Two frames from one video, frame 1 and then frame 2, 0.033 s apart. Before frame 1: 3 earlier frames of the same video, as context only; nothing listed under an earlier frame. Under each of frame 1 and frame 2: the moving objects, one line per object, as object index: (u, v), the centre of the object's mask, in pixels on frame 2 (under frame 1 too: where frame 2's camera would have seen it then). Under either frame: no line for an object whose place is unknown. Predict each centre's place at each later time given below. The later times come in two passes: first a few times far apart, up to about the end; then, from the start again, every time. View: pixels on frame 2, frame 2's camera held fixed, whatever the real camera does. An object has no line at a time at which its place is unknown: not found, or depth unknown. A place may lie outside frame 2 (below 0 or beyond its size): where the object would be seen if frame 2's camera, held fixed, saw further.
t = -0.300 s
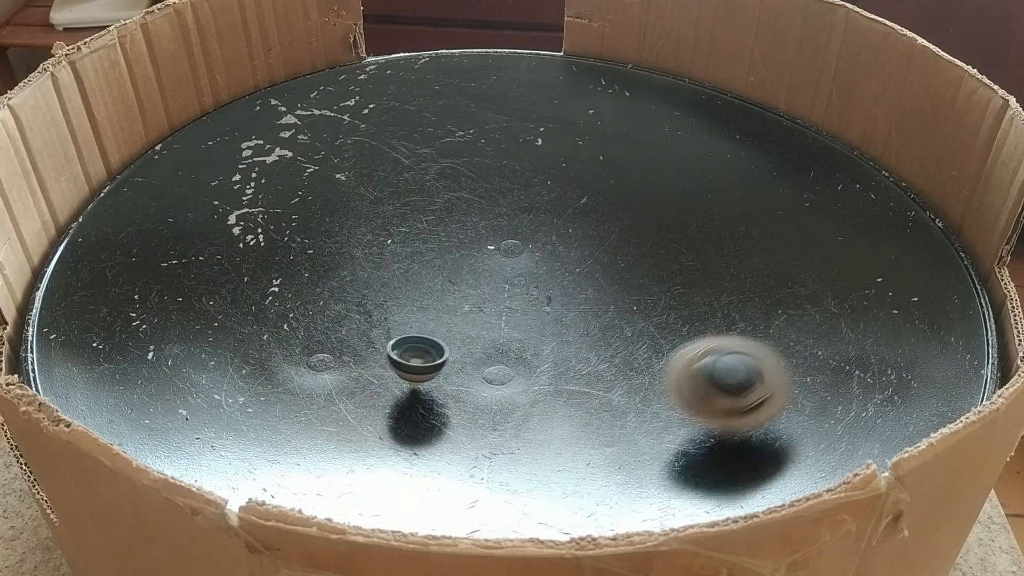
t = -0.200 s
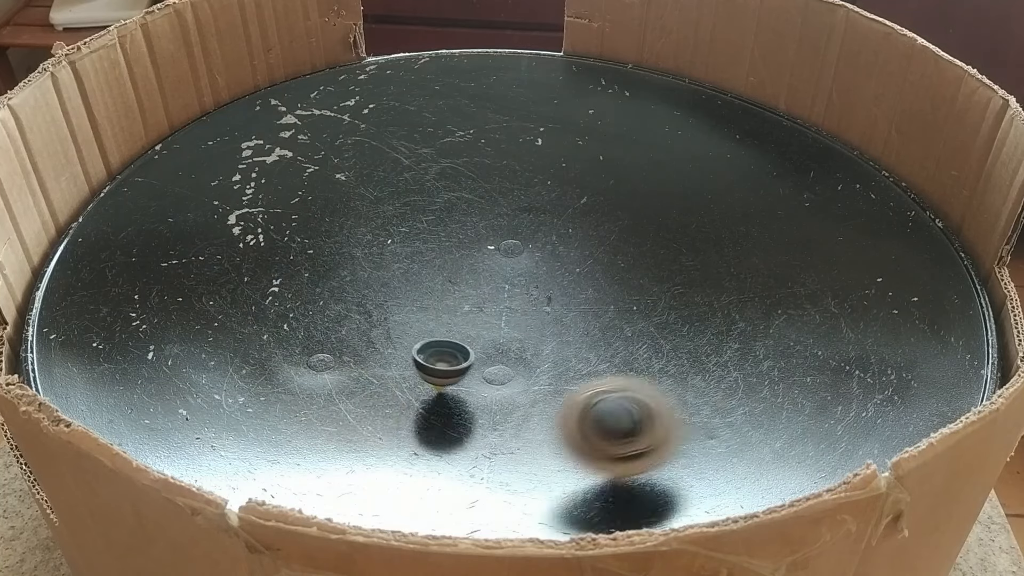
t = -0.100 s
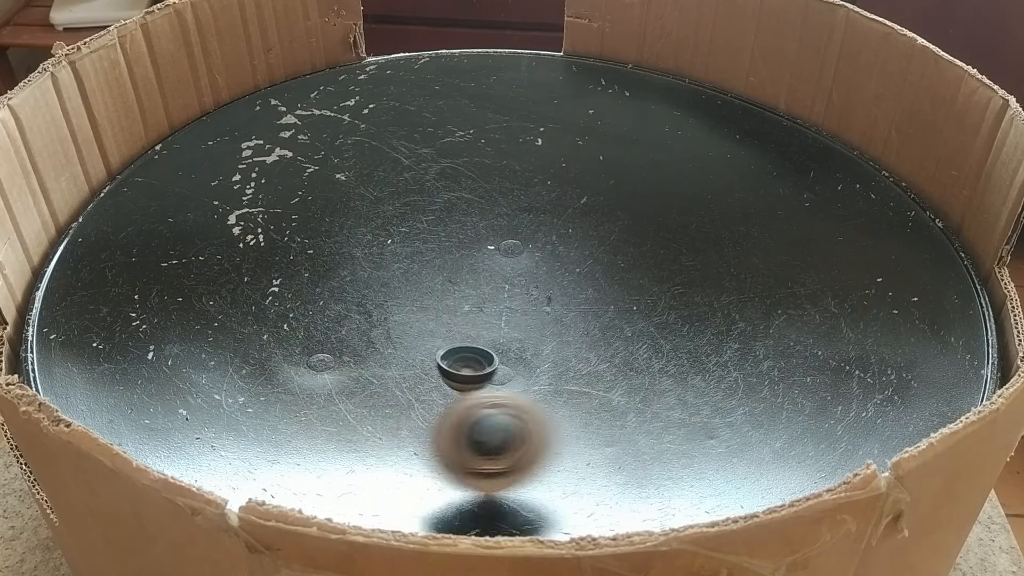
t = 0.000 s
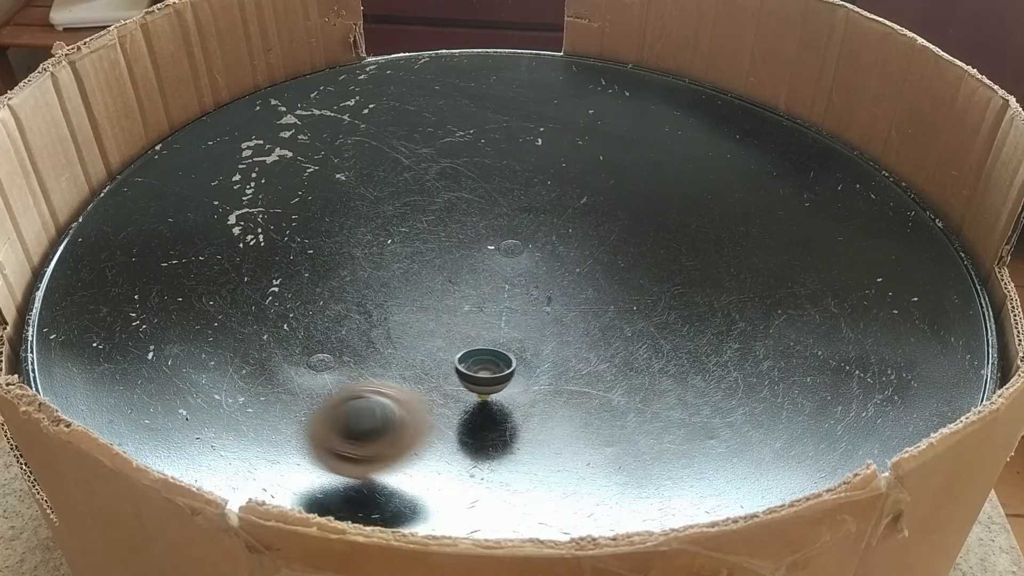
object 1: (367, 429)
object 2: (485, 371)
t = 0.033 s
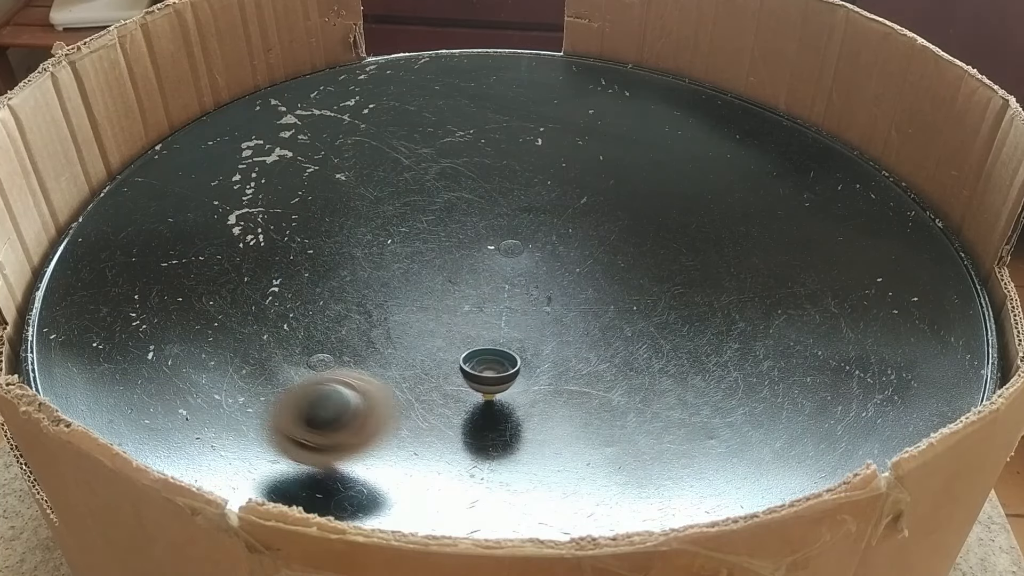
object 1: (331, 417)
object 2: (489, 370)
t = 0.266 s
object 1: (177, 296)
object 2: (527, 364)
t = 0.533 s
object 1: (257, 155)
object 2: (545, 355)
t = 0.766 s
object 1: (444, 124)
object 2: (560, 333)
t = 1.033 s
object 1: (648, 199)
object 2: (597, 292)
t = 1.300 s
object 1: (734, 347)
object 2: (632, 254)
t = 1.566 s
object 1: (559, 480)
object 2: (640, 235)
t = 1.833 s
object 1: (283, 409)
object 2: (630, 238)
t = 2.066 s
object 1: (274, 261)
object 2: (600, 235)
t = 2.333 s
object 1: (431, 151)
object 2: (558, 221)
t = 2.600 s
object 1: (624, 133)
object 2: (508, 208)
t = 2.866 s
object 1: (776, 220)
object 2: (459, 202)
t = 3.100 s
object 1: (725, 352)
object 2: (418, 202)
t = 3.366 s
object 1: (452, 414)
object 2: (389, 207)
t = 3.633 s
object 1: (238, 320)
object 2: (365, 229)
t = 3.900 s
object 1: (255, 184)
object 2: (337, 257)
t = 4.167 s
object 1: (437, 138)
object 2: (325, 287)
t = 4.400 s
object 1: (599, 195)
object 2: (307, 318)
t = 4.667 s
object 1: (686, 328)
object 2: (291, 339)
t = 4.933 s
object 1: (556, 453)
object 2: (282, 351)
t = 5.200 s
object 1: (311, 408)
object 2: (309, 347)
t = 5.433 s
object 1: (298, 324)
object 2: (200, 255)
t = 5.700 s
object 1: (431, 291)
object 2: (153, 218)
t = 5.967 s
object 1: (601, 302)
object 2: (274, 291)
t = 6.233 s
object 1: (786, 295)
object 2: (391, 354)
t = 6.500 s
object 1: (869, 285)
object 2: (486, 393)
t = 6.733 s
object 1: (813, 289)
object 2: (564, 405)
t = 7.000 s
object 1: (634, 258)
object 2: (609, 391)
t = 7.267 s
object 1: (514, 190)
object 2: (641, 349)
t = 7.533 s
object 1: (465, 145)
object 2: (648, 308)
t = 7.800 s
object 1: (469, 176)
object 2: (633, 269)
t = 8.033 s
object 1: (423, 251)
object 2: (626, 233)
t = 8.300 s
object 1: (313, 312)
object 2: (606, 197)
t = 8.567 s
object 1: (257, 309)
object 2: (575, 171)
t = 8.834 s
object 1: (359, 289)
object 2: (532, 170)
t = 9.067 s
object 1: (486, 307)
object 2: (485, 187)
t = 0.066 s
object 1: (298, 405)
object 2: (494, 369)
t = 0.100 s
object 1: (266, 390)
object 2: (500, 367)
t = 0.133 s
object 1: (241, 374)
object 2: (506, 367)
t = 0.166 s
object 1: (218, 355)
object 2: (512, 365)
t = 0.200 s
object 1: (200, 336)
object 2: (518, 365)
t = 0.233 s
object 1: (186, 316)
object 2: (522, 364)
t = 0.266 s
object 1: (177, 296)
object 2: (527, 364)
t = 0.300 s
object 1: (173, 275)
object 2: (530, 363)
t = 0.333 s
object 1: (172, 254)
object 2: (535, 363)
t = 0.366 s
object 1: (177, 235)
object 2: (539, 363)
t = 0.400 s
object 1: (186, 216)
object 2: (541, 362)
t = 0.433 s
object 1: (199, 197)
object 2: (542, 361)
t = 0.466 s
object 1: (216, 183)
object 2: (543, 358)
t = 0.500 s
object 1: (237, 168)
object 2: (544, 356)
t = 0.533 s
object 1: (257, 155)
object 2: (545, 355)
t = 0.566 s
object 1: (284, 144)
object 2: (546, 354)
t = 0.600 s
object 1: (310, 136)
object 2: (546, 352)
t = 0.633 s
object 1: (335, 129)
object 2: (547, 349)
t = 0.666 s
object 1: (362, 125)
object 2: (550, 346)
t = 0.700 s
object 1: (390, 122)
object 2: (552, 342)
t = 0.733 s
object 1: (416, 122)
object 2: (556, 338)
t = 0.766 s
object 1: (444, 124)
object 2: (560, 333)
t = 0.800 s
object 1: (471, 126)
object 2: (565, 327)
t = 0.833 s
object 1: (499, 132)
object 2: (569, 323)
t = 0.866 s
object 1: (526, 139)
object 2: (574, 317)
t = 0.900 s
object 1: (551, 148)
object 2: (580, 312)
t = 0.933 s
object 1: (577, 158)
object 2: (585, 308)
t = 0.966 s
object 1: (601, 171)
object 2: (589, 303)
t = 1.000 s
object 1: (625, 184)
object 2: (593, 297)
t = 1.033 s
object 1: (648, 199)
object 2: (597, 292)
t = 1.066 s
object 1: (669, 214)
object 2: (602, 287)
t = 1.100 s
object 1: (687, 230)
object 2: (607, 283)
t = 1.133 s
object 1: (703, 248)
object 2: (613, 278)
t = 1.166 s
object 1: (715, 267)
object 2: (618, 272)
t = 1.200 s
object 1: (725, 287)
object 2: (623, 266)
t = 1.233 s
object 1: (732, 307)
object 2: (626, 261)
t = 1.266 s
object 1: (735, 327)
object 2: (629, 257)
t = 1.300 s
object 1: (734, 347)
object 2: (632, 254)
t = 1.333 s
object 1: (729, 368)
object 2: (634, 250)
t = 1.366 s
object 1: (720, 390)
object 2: (636, 246)
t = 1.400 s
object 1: (706, 410)
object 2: (638, 243)
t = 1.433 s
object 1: (688, 429)
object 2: (641, 240)
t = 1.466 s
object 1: (663, 446)
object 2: (642, 239)
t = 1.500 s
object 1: (633, 461)
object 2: (641, 239)
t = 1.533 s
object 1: (597, 472)
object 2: (641, 237)
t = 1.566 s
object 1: (559, 480)
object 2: (640, 235)
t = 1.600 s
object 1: (517, 484)
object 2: (640, 233)
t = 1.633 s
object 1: (476, 484)
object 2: (639, 233)
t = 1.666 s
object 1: (435, 480)
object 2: (639, 232)
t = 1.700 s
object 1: (396, 473)
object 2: (638, 232)
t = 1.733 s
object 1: (361, 461)
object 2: (637, 233)
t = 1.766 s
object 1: (331, 446)
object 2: (636, 235)
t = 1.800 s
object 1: (304, 429)
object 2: (633, 237)
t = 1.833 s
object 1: (283, 409)
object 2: (630, 238)
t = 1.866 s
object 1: (267, 389)
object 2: (626, 239)
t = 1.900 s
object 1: (258, 366)
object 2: (622, 240)
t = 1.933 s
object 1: (252, 344)
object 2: (618, 240)
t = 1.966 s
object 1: (252, 323)
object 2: (614, 239)
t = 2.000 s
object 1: (255, 300)
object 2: (609, 238)
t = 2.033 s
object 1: (262, 280)
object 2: (604, 236)
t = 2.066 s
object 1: (274, 261)
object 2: (600, 235)
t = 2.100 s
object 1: (288, 242)
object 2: (596, 235)
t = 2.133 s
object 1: (307, 223)
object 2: (592, 234)
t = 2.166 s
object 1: (325, 208)
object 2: (587, 234)
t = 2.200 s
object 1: (343, 194)
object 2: (582, 232)
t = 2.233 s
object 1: (363, 182)
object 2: (577, 230)
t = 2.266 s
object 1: (387, 170)
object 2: (569, 226)
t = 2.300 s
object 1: (409, 160)
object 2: (563, 224)
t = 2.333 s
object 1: (431, 151)
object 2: (558, 221)
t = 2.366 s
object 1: (454, 144)
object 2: (551, 219)
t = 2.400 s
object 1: (477, 138)
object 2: (544, 217)
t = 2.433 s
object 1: (501, 132)
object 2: (537, 215)
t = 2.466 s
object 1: (524, 130)
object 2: (530, 213)
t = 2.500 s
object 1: (548, 128)
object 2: (524, 212)
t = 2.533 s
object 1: (571, 128)
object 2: (519, 210)
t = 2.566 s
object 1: (598, 130)
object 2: (514, 209)
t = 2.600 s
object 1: (624, 133)
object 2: (508, 208)
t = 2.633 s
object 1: (648, 138)
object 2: (504, 207)
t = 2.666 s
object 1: (674, 144)
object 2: (498, 206)
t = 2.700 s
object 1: (697, 152)
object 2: (492, 206)
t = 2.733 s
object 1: (719, 162)
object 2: (486, 205)
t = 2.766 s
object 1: (738, 174)
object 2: (480, 204)
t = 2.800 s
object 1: (754, 187)
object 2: (474, 203)
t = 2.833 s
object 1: (766, 203)
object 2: (466, 202)
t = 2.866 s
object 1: (776, 220)
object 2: (459, 202)
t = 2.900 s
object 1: (782, 238)
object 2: (453, 202)
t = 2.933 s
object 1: (785, 257)
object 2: (446, 201)
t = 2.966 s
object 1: (782, 277)
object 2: (440, 201)
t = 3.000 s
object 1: (775, 297)
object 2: (434, 201)
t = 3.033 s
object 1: (763, 315)
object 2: (429, 201)
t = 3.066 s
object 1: (748, 334)
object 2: (423, 201)
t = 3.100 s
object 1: (725, 352)
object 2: (418, 202)
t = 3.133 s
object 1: (700, 369)
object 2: (414, 202)
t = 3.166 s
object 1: (670, 383)
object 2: (410, 202)
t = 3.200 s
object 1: (639, 395)
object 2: (406, 203)
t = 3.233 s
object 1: (604, 404)
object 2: (402, 203)
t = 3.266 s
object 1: (565, 411)
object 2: (398, 203)
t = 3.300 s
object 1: (528, 414)
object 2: (395, 204)
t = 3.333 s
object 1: (489, 415)
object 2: (392, 206)
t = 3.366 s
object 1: (452, 414)
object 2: (389, 207)
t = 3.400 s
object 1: (417, 409)
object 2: (387, 209)
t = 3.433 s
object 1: (383, 403)
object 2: (385, 211)
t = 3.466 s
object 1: (352, 393)
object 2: (382, 214)
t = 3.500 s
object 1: (323, 381)
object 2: (380, 217)
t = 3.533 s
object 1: (297, 368)
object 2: (377, 220)
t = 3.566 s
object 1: (274, 352)
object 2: (374, 223)
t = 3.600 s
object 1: (255, 337)
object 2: (370, 225)
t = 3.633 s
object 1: (238, 320)
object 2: (365, 229)
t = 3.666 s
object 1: (227, 303)
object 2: (359, 233)
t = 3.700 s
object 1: (219, 284)
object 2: (353, 236)
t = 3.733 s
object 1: (215, 265)
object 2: (348, 240)
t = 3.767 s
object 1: (216, 248)
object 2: (345, 243)
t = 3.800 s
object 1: (220, 230)
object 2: (343, 246)
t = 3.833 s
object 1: (230, 213)
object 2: (341, 249)
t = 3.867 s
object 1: (242, 198)
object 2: (339, 253)
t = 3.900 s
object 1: (255, 184)
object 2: (337, 257)
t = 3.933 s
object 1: (274, 171)
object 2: (335, 261)
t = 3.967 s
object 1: (294, 161)
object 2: (333, 264)
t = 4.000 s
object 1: (317, 151)
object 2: (332, 267)
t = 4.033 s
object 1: (339, 145)
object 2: (331, 271)
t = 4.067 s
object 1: (363, 140)
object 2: (330, 274)
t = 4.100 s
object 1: (388, 137)
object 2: (329, 278)
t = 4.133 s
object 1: (411, 137)
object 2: (327, 283)
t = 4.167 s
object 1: (437, 138)
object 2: (325, 287)
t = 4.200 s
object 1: (463, 140)
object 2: (322, 292)
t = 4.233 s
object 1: (487, 146)
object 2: (319, 297)
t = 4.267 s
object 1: (511, 153)
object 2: (316, 301)
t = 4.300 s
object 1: (535, 161)
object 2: (313, 305)
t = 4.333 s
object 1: (557, 170)
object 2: (310, 310)
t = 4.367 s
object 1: (579, 183)
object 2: (309, 314)
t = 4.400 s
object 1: (599, 195)
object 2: (307, 318)
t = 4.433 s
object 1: (618, 209)
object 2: (306, 321)
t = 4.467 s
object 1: (636, 225)
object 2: (304, 325)
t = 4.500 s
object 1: (651, 240)
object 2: (303, 328)
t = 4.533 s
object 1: (663, 257)
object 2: (302, 330)
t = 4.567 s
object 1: (674, 275)
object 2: (299, 333)
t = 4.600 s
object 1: (682, 292)
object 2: (296, 335)
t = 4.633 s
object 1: (685, 310)
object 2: (294, 337)
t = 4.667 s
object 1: (686, 328)
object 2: (291, 339)
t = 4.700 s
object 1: (684, 347)
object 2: (288, 340)
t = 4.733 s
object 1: (678, 366)
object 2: (285, 342)
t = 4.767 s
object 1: (668, 384)
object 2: (283, 343)
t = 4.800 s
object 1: (654, 401)
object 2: (282, 345)
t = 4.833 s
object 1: (637, 418)
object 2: (281, 346)
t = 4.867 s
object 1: (612, 433)
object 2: (281, 348)
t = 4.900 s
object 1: (586, 444)
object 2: (281, 349)
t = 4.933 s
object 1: (556, 453)
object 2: (282, 351)
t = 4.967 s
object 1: (522, 460)
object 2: (283, 352)
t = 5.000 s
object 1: (487, 463)
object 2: (284, 354)
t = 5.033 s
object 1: (452, 461)
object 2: (287, 356)
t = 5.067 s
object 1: (419, 457)
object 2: (290, 356)
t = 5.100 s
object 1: (387, 449)
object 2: (293, 355)
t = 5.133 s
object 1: (356, 437)
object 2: (298, 354)
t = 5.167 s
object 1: (330, 422)
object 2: (303, 352)
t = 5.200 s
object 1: (311, 408)
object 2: (309, 347)
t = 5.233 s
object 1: (295, 390)
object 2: (318, 337)
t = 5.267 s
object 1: (284, 371)
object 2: (323, 331)
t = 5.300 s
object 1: (275, 357)
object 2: (315, 319)
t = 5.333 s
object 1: (272, 349)
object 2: (300, 305)
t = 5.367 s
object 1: (277, 340)
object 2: (255, 282)
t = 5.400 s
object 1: (287, 331)
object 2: (226, 273)
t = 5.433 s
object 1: (298, 324)
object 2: (200, 255)
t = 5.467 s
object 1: (310, 317)
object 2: (176, 240)
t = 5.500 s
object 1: (325, 312)
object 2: (160, 229)
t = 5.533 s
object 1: (341, 306)
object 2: (146, 219)
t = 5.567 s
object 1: (358, 301)
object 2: (139, 212)
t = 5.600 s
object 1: (375, 297)
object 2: (137, 209)
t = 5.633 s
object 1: (394, 294)
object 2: (139, 209)
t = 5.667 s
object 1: (413, 292)
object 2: (145, 213)
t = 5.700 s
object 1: (431, 291)
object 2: (153, 218)
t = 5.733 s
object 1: (449, 291)
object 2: (164, 225)
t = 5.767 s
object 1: (467, 292)
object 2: (178, 233)
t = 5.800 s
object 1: (486, 294)
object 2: (192, 242)
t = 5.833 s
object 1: (507, 296)
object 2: (207, 252)
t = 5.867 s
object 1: (529, 298)
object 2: (223, 261)
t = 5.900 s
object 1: (552, 300)
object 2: (240, 272)
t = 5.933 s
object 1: (578, 301)
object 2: (258, 281)
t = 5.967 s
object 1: (601, 302)
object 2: (274, 291)
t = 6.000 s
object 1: (626, 302)
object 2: (291, 299)
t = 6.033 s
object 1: (652, 304)
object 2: (307, 308)
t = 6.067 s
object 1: (675, 302)
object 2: (323, 317)
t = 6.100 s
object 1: (699, 301)
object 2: (339, 324)
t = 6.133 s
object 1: (723, 301)
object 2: (353, 334)
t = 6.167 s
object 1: (745, 298)
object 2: (366, 340)
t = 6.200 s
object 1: (766, 297)
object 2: (378, 347)
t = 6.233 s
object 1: (786, 295)
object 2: (391, 354)
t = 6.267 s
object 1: (804, 293)
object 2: (403, 360)
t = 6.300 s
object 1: (821, 292)
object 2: (413, 365)
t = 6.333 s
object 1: (834, 290)
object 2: (425, 370)
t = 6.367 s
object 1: (847, 288)
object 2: (437, 375)
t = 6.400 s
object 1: (855, 287)
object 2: (447, 380)
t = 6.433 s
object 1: (862, 286)
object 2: (459, 384)
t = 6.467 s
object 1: (867, 285)
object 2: (471, 388)
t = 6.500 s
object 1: (869, 285)
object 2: (486, 393)
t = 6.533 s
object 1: (868, 285)
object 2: (497, 397)
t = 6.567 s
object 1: (866, 285)
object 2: (509, 400)
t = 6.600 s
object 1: (861, 285)
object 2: (522, 403)
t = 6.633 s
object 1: (854, 286)
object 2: (533, 404)
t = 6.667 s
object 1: (843, 288)
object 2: (542, 405)
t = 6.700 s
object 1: (830, 289)
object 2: (553, 406)
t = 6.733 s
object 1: (813, 289)
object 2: (564, 405)
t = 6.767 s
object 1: (794, 289)
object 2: (573, 405)
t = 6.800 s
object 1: (772, 288)
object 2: (582, 403)
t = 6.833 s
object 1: (749, 285)
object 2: (590, 403)
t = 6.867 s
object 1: (725, 283)
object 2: (597, 401)
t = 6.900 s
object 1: (701, 278)
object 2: (601, 400)
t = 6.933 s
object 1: (678, 272)
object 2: (603, 399)
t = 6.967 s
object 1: (655, 266)
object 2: (606, 395)
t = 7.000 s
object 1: (634, 258)
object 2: (609, 391)
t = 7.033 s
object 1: (614, 251)
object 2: (612, 387)
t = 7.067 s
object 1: (596, 242)
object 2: (616, 382)
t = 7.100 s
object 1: (579, 234)
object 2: (620, 376)
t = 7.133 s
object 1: (563, 225)
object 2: (624, 373)
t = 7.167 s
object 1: (549, 215)
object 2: (629, 367)
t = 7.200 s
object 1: (536, 207)
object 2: (634, 360)
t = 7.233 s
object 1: (524, 198)
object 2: (638, 353)
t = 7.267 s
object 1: (514, 190)
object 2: (641, 349)
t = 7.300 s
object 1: (503, 182)
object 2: (644, 340)
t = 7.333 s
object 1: (496, 174)
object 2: (646, 338)
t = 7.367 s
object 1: (487, 166)
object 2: (648, 331)
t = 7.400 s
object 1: (481, 160)
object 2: (649, 327)
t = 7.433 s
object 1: (474, 155)
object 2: (651, 321)
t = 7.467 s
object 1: (470, 150)
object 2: (650, 316)
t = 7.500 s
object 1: (467, 148)
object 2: (649, 311)
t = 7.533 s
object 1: (465, 145)
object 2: (648, 308)
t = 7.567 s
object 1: (464, 144)
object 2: (644, 302)
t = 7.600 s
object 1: (464, 144)
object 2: (642, 299)
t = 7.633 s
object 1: (465, 146)
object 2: (639, 295)
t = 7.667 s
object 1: (466, 148)
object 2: (638, 289)
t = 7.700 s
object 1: (469, 154)
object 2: (636, 283)
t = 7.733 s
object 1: (470, 160)
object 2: (634, 279)
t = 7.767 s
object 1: (470, 167)
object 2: (633, 274)
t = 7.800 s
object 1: (469, 176)
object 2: (633, 269)
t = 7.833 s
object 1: (466, 185)
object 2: (632, 264)
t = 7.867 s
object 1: (464, 196)
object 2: (630, 257)
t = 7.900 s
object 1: (458, 207)
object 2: (630, 250)
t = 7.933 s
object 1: (452, 218)
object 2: (629, 243)
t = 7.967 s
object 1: (442, 229)
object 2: (628, 240)
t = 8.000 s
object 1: (433, 240)
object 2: (627, 237)
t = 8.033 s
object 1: (423, 251)
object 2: (626, 233)
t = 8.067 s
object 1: (411, 261)
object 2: (624, 229)
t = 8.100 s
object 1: (399, 271)
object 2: (622, 225)
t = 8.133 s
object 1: (385, 279)
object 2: (620, 220)
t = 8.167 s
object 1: (371, 287)
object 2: (618, 217)
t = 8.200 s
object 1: (356, 295)
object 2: (616, 212)
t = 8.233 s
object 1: (341, 301)
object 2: (613, 207)
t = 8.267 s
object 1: (326, 307)
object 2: (610, 202)
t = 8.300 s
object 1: (313, 312)
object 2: (606, 197)
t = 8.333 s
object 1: (298, 315)
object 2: (603, 193)
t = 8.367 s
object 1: (288, 318)
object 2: (598, 189)
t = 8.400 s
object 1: (278, 318)
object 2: (595, 185)
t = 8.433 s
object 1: (269, 318)
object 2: (592, 182)
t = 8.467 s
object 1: (262, 317)
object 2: (589, 178)
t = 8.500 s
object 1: (259, 315)
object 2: (585, 174)
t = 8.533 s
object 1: (257, 312)
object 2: (580, 173)
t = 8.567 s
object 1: (257, 309)
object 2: (575, 171)
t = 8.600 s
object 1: (261, 305)
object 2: (569, 170)
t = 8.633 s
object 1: (269, 300)
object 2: (563, 169)
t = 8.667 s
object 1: (279, 297)
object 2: (557, 168)
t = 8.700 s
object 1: (292, 294)
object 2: (552, 167)
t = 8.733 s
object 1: (306, 292)
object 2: (548, 168)
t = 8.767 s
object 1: (323, 290)
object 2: (542, 168)
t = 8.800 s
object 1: (341, 289)
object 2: (537, 168)
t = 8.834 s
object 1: (359, 289)
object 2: (532, 170)
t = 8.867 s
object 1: (377, 289)
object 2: (525, 170)
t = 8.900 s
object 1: (396, 291)
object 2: (519, 173)
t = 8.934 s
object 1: (414, 293)
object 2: (514, 176)
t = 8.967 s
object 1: (434, 296)
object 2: (507, 179)
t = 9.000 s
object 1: (452, 299)
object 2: (500, 182)
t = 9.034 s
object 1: (469, 303)
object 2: (493, 185)
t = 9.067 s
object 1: (486, 307)
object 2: (485, 187)
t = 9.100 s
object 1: (501, 312)
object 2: (476, 189)
